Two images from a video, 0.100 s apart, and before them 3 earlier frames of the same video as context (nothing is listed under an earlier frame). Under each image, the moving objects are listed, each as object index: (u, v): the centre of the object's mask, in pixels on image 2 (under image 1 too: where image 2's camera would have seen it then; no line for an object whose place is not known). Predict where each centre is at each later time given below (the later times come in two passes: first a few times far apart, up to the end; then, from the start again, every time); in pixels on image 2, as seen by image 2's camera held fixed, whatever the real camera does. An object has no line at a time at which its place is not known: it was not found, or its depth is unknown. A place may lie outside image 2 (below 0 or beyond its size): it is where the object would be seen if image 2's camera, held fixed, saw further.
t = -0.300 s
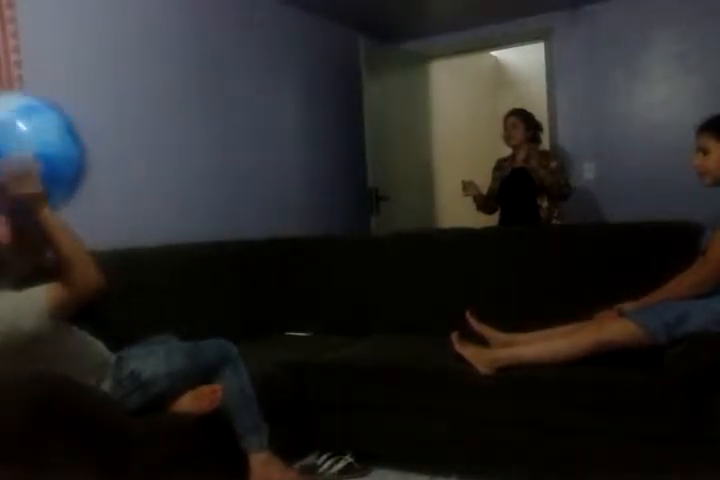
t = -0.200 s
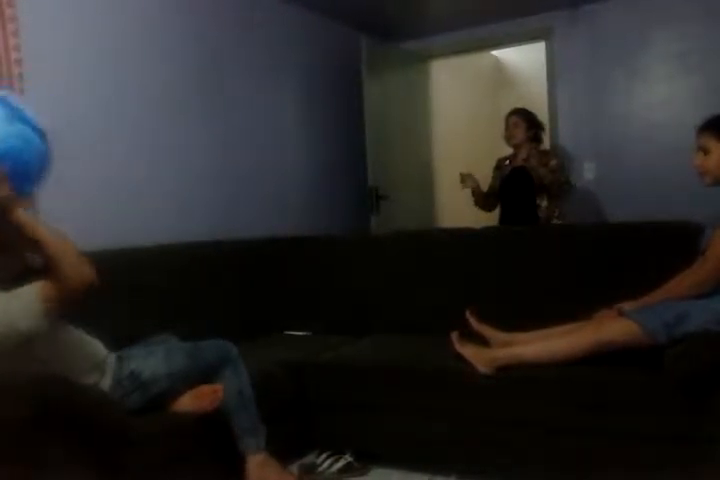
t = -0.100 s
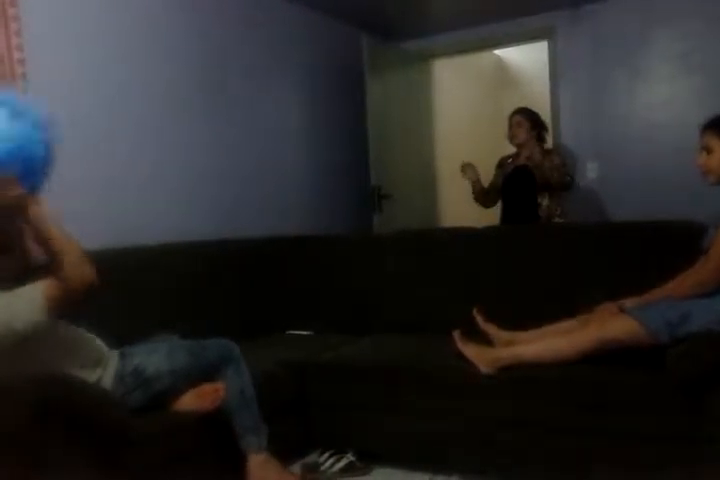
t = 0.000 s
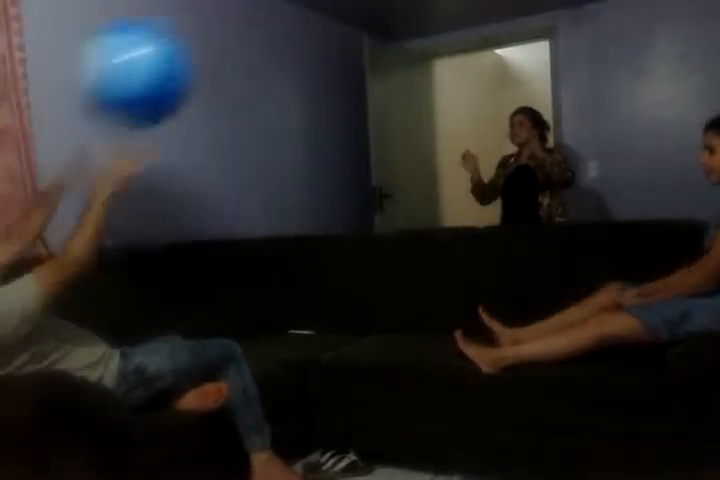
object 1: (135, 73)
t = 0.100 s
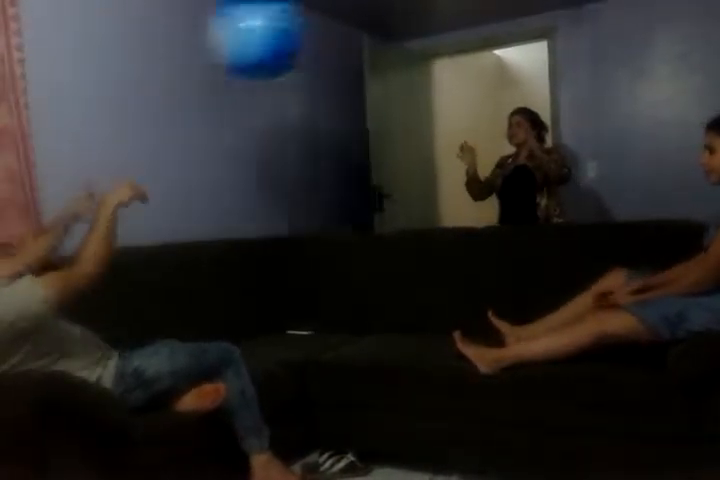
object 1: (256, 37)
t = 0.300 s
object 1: (406, 41)
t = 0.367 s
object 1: (440, 61)
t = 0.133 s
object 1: (287, 33)
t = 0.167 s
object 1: (318, 30)
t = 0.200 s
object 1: (344, 29)
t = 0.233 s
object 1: (366, 31)
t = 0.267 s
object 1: (388, 34)
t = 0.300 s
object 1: (406, 41)
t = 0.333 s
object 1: (423, 52)
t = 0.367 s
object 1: (440, 61)
